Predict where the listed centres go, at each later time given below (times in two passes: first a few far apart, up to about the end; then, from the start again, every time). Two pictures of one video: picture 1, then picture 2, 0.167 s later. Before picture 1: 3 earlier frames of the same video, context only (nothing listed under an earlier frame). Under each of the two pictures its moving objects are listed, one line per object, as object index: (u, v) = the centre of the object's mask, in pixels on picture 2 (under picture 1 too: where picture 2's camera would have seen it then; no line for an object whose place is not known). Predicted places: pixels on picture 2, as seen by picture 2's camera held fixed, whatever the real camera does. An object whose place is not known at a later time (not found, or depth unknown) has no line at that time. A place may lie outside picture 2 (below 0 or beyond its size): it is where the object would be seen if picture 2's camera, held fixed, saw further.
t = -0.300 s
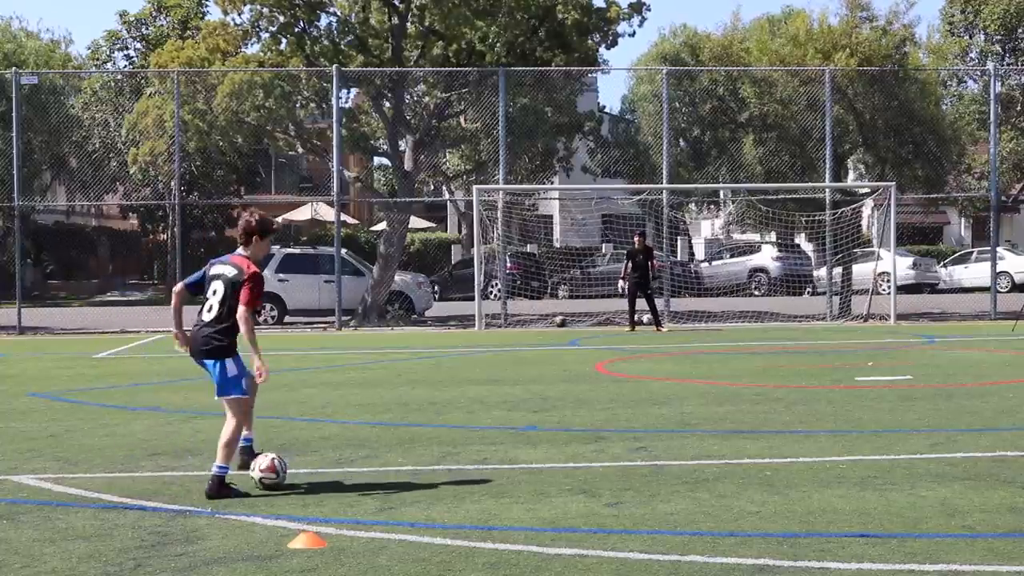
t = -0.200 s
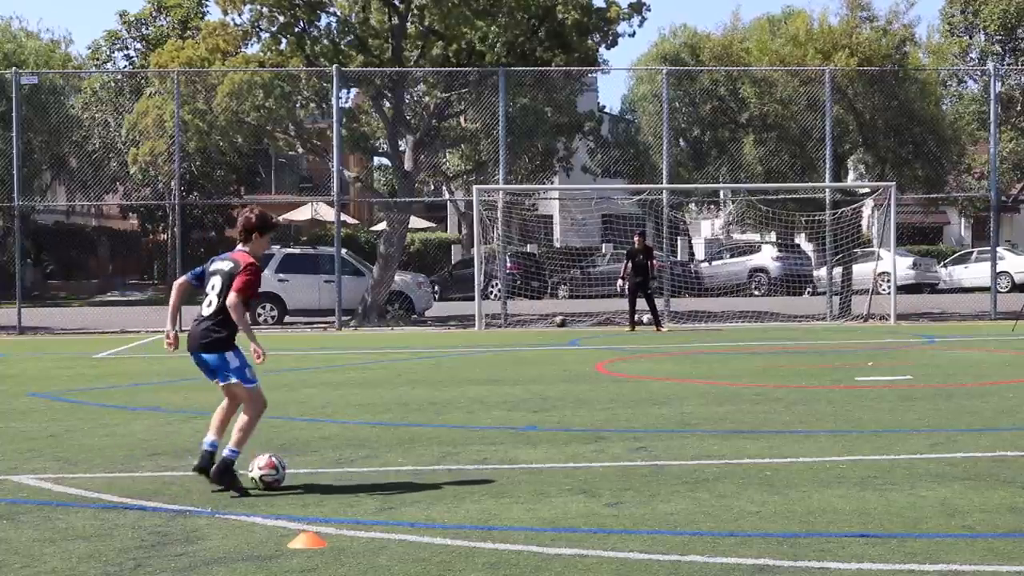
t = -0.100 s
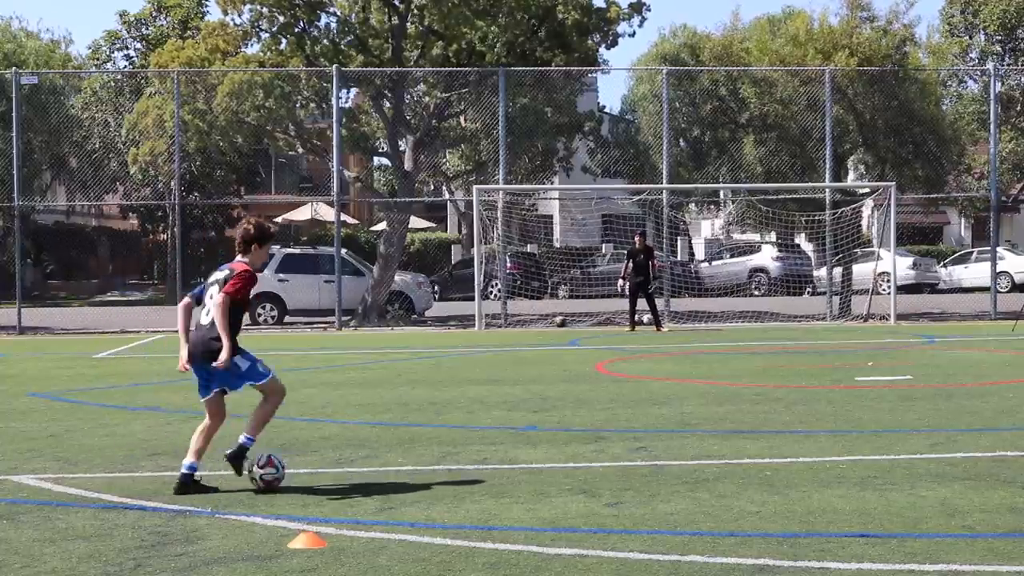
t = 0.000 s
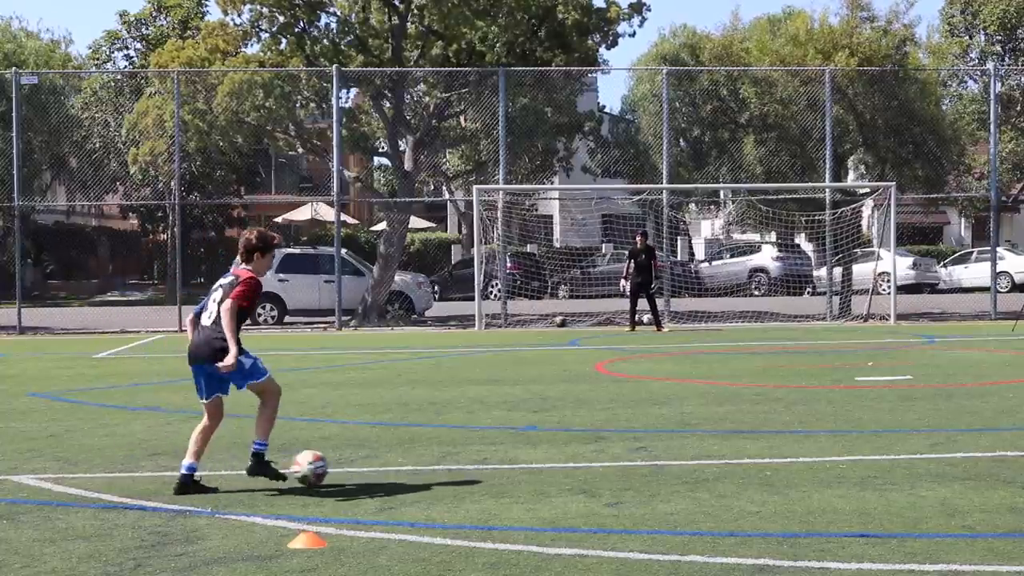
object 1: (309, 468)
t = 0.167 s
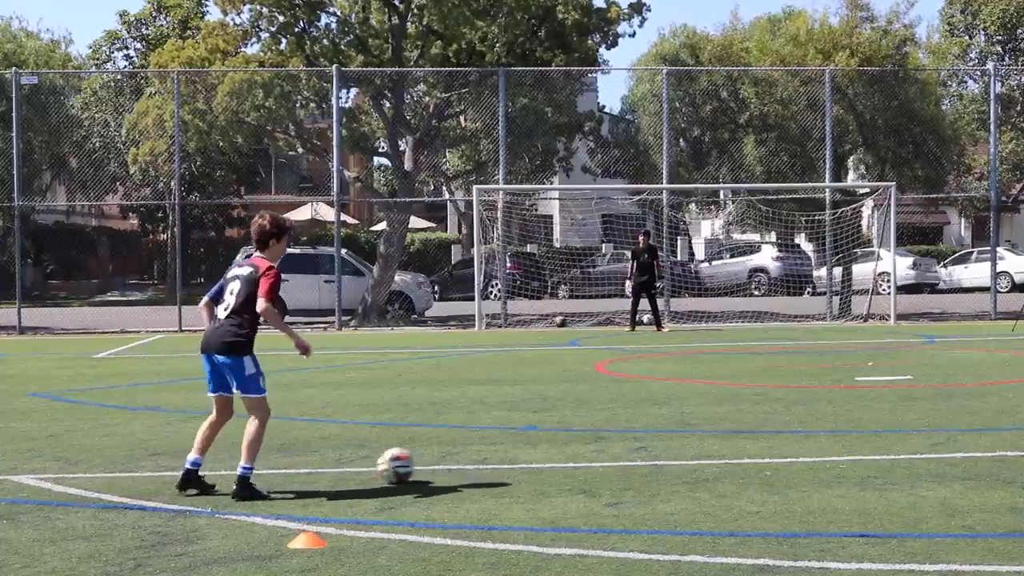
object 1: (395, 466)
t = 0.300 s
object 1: (447, 463)
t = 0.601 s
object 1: (534, 460)
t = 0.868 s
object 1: (602, 457)
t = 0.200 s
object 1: (410, 465)
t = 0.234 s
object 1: (423, 465)
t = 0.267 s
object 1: (435, 464)
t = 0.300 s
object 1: (447, 463)
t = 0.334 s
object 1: (457, 464)
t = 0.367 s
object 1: (468, 462)
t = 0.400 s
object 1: (478, 462)
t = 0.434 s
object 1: (488, 462)
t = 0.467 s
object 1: (497, 461)
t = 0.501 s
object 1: (506, 460)
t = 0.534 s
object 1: (515, 460)
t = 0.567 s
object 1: (525, 461)
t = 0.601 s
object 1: (534, 460)
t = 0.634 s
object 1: (543, 459)
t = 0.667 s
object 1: (552, 459)
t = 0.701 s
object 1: (560, 459)
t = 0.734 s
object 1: (569, 458)
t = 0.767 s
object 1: (577, 458)
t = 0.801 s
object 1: (585, 457)
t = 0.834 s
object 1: (594, 457)
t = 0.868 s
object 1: (602, 457)
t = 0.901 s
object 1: (609, 456)
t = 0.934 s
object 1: (617, 456)
